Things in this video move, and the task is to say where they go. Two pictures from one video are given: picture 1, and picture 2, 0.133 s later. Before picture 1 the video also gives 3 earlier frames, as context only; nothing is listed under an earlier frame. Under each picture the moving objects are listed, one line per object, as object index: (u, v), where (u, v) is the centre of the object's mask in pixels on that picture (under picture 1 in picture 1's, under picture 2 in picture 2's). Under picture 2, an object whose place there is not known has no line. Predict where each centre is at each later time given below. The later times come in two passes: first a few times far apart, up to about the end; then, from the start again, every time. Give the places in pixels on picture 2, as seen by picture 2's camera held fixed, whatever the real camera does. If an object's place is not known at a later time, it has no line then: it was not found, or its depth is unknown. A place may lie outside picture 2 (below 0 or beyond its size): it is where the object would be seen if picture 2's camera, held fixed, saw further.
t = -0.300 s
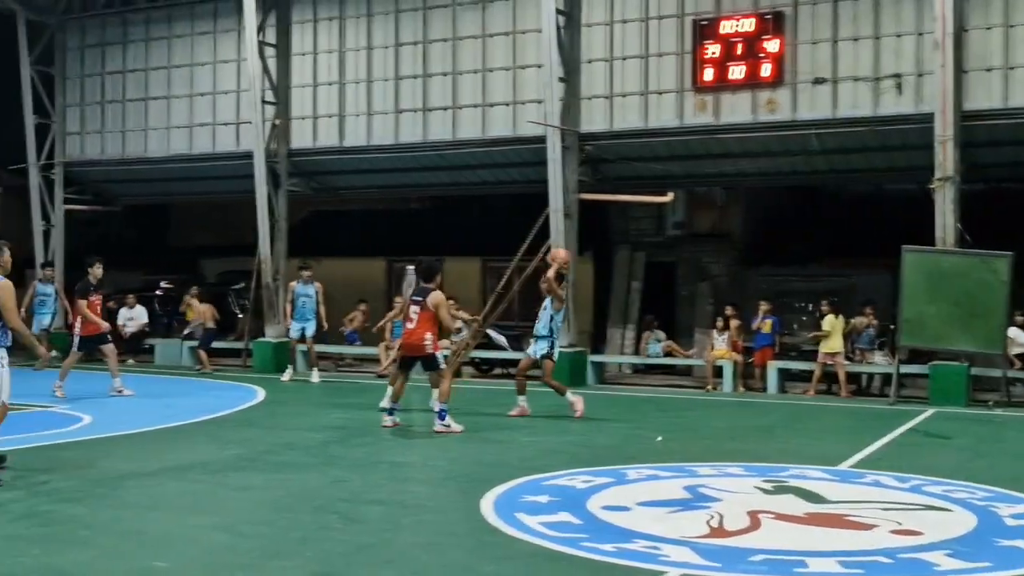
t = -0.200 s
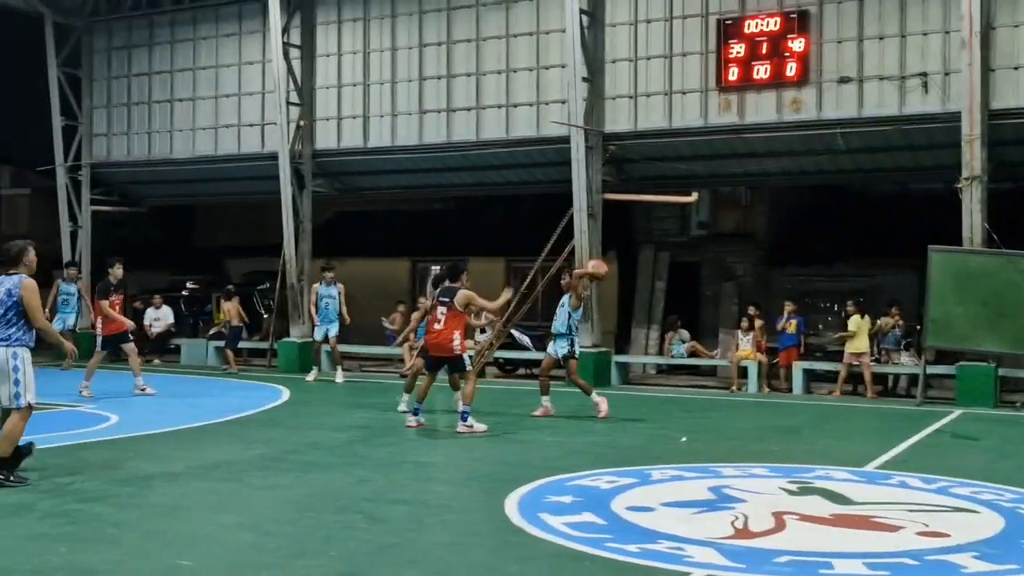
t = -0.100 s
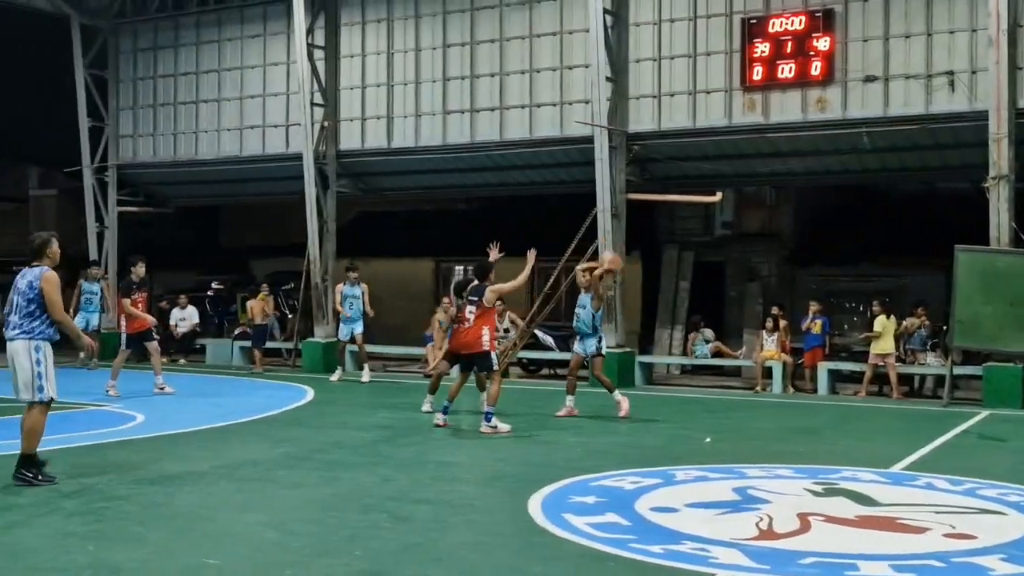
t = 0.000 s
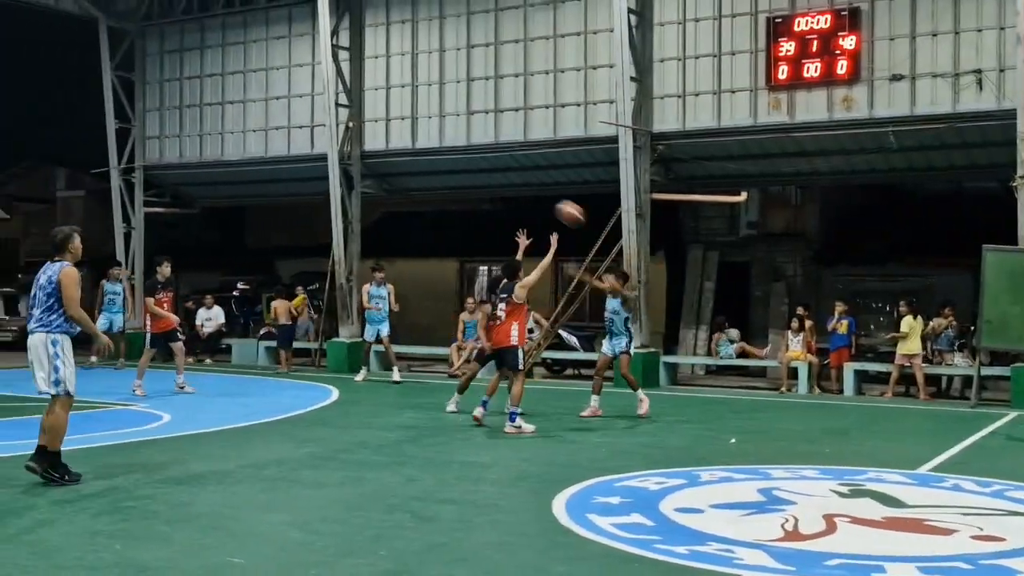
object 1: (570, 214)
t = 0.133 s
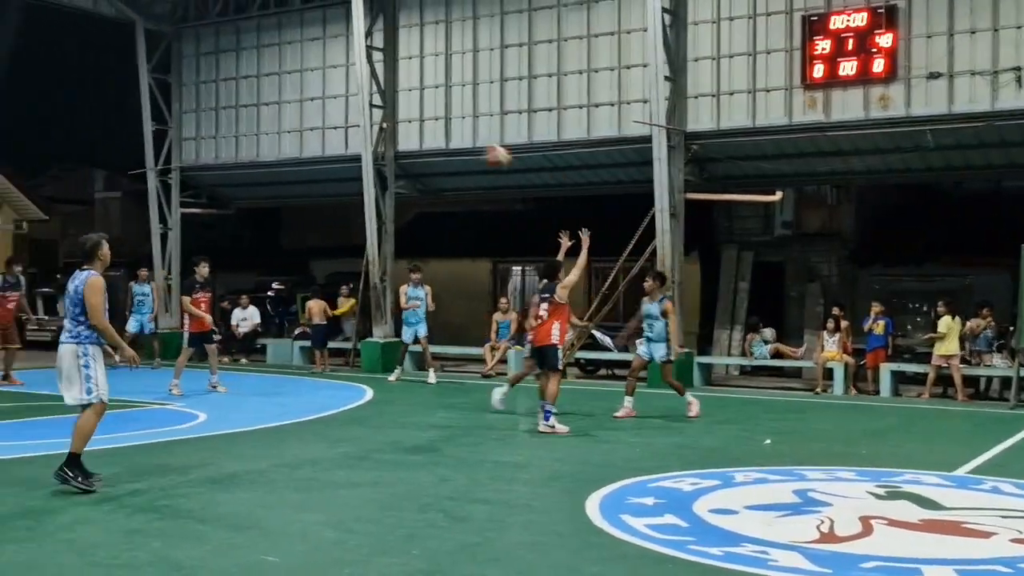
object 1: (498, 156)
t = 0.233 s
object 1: (407, 124)
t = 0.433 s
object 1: (200, 80)
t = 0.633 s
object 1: (-58, 79)
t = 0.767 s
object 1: (-269, 112)
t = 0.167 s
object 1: (467, 144)
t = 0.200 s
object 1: (438, 134)
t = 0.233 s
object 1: (407, 124)
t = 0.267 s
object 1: (376, 114)
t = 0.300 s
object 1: (342, 106)
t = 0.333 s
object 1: (309, 98)
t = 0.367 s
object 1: (274, 89)
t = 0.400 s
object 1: (237, 85)
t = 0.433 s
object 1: (200, 80)
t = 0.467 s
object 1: (163, 77)
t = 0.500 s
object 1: (121, 76)
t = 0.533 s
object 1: (80, 74)
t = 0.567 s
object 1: (35, 75)
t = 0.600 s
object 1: (-11, 76)
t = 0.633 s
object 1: (-58, 79)
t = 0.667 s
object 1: (-107, 85)
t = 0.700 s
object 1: (-155, 90)
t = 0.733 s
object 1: (-209, 99)
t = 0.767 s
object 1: (-269, 112)
